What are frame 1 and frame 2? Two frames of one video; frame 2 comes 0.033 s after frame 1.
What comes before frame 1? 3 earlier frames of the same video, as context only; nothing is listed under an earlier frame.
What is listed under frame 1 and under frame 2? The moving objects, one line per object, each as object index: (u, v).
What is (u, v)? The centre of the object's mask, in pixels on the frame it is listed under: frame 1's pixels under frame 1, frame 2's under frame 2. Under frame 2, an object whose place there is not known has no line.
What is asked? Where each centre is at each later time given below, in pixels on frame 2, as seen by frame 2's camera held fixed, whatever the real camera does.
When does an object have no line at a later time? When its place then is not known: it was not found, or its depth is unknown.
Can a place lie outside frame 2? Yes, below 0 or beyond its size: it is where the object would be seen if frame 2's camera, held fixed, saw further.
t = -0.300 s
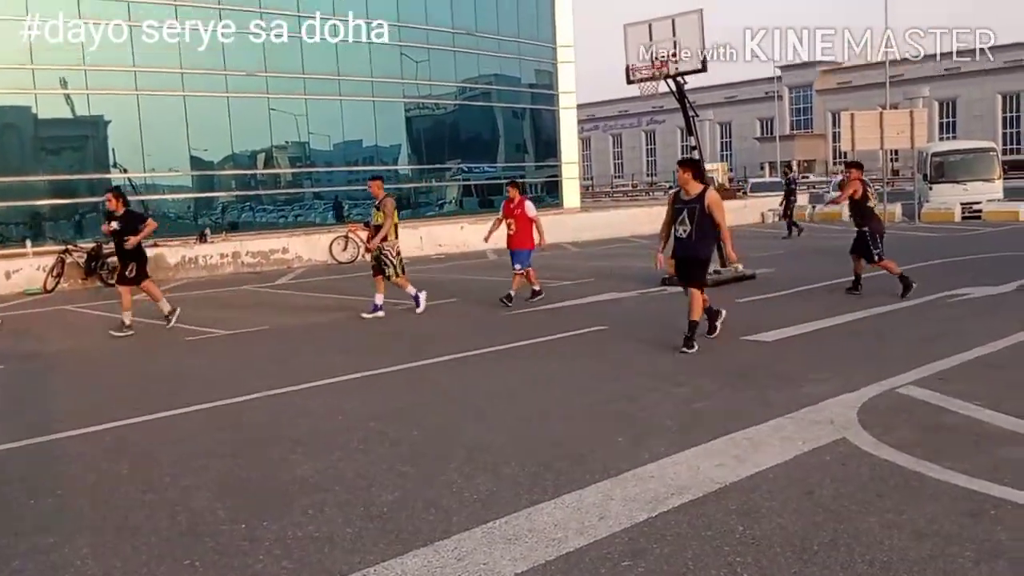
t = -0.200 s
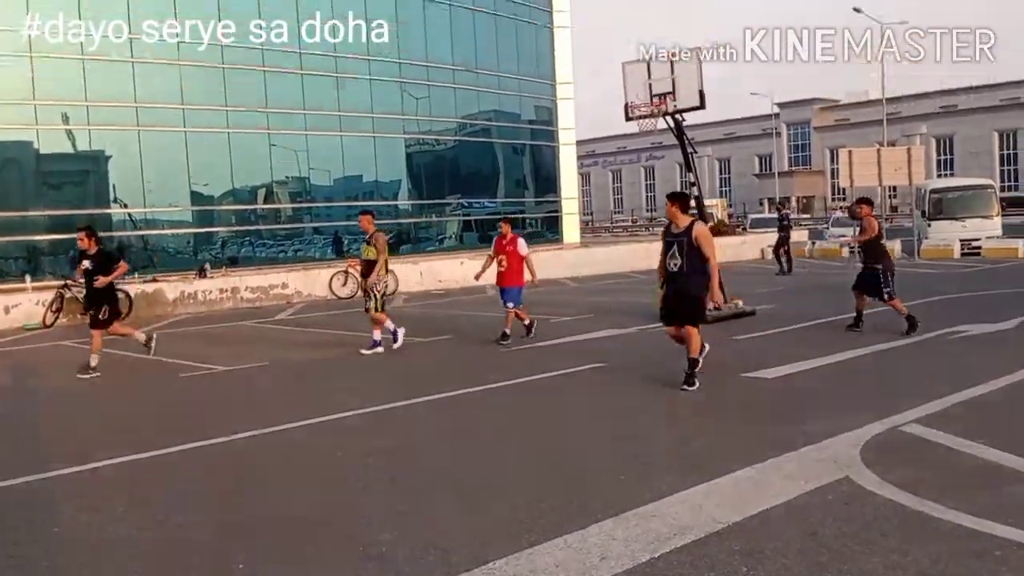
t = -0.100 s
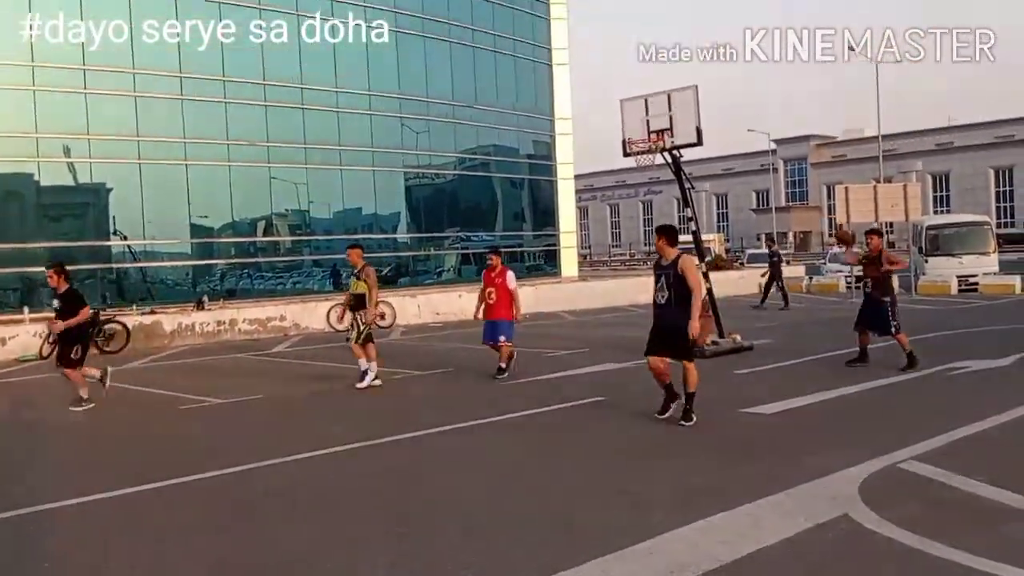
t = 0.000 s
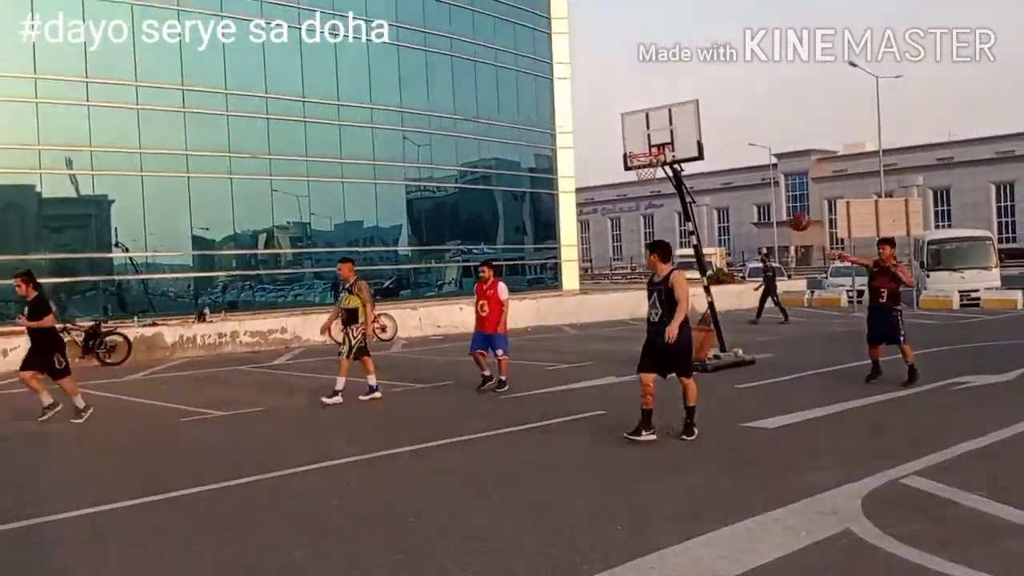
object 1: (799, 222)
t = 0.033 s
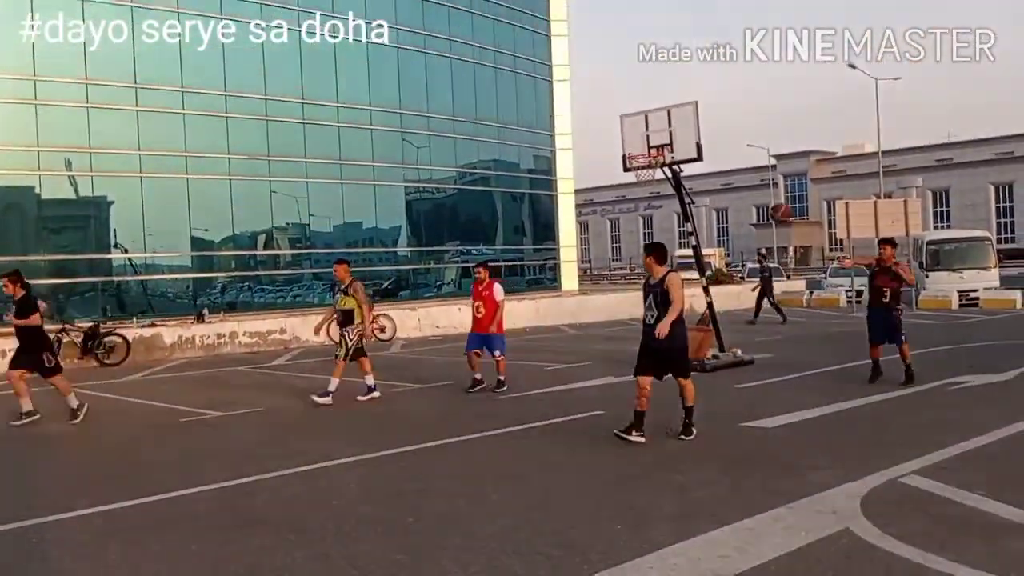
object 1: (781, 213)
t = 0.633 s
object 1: (206, 174)
